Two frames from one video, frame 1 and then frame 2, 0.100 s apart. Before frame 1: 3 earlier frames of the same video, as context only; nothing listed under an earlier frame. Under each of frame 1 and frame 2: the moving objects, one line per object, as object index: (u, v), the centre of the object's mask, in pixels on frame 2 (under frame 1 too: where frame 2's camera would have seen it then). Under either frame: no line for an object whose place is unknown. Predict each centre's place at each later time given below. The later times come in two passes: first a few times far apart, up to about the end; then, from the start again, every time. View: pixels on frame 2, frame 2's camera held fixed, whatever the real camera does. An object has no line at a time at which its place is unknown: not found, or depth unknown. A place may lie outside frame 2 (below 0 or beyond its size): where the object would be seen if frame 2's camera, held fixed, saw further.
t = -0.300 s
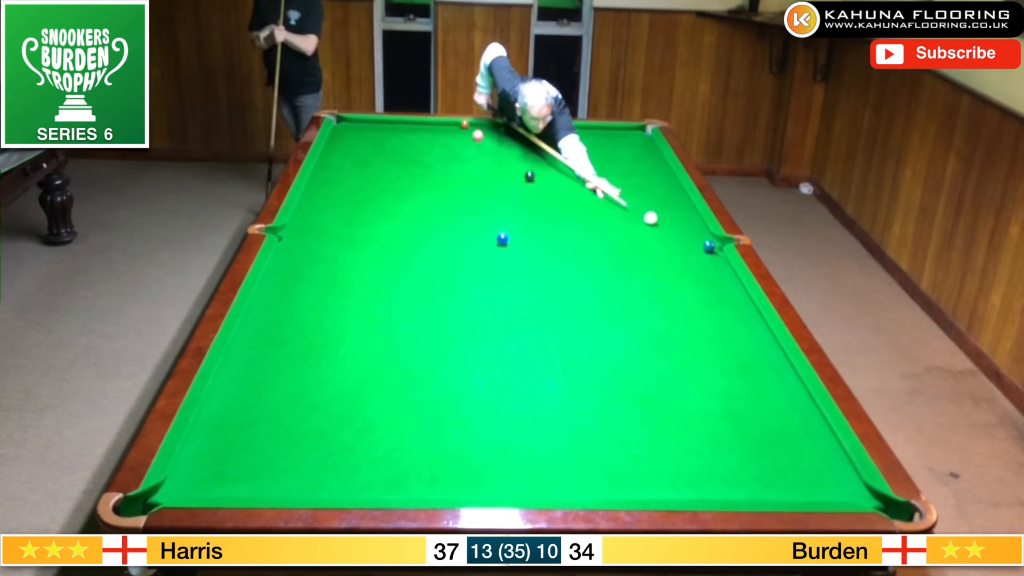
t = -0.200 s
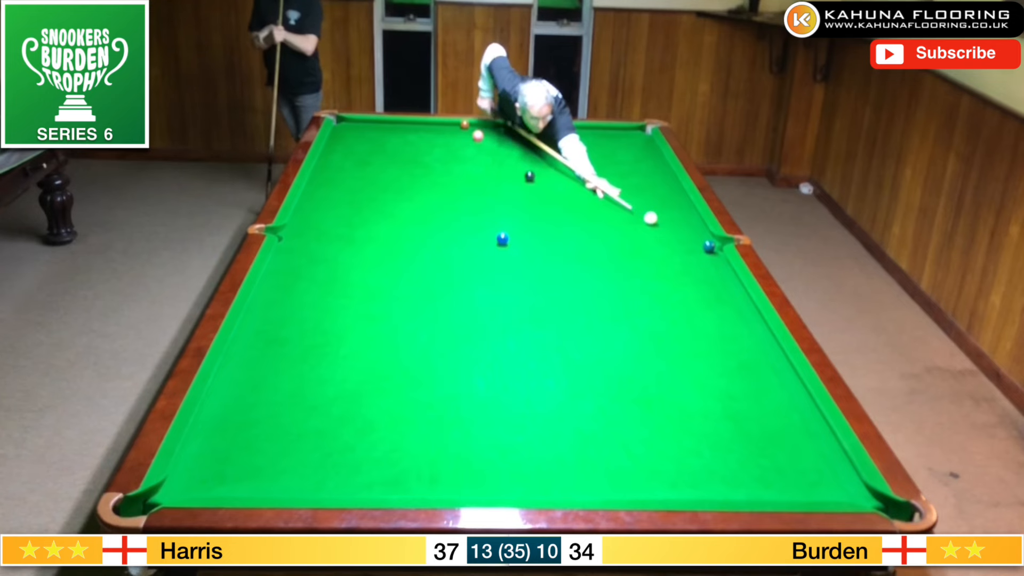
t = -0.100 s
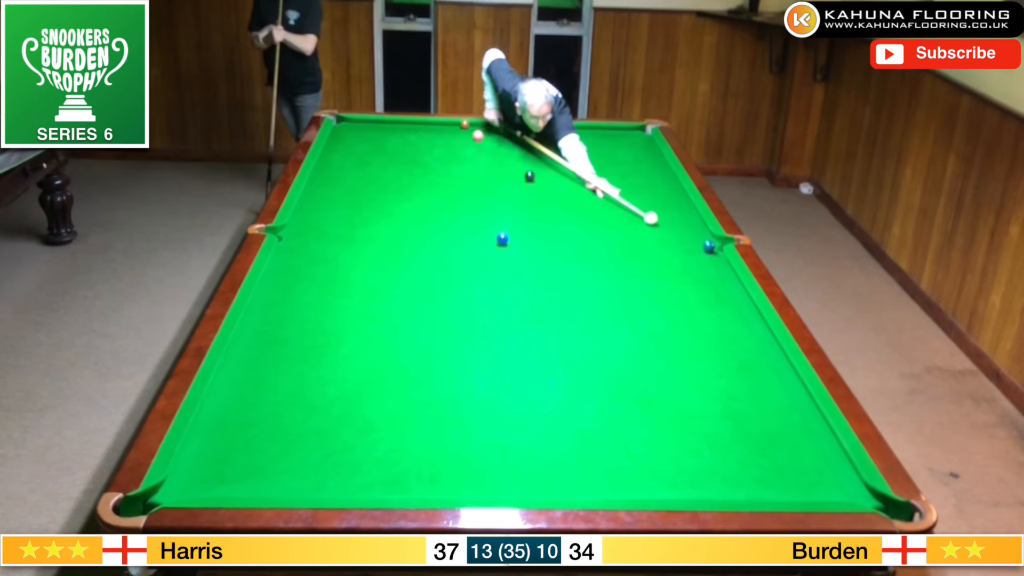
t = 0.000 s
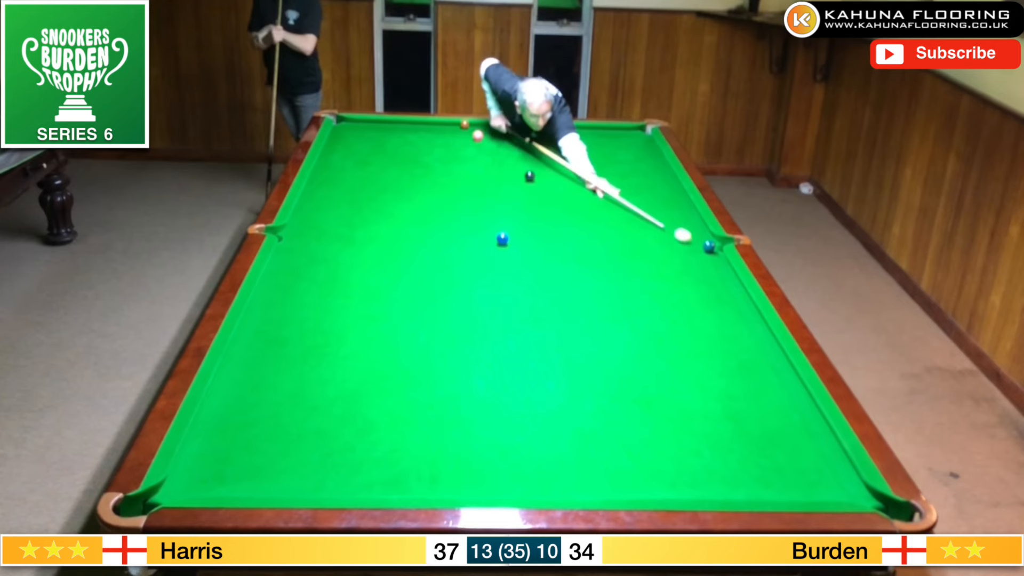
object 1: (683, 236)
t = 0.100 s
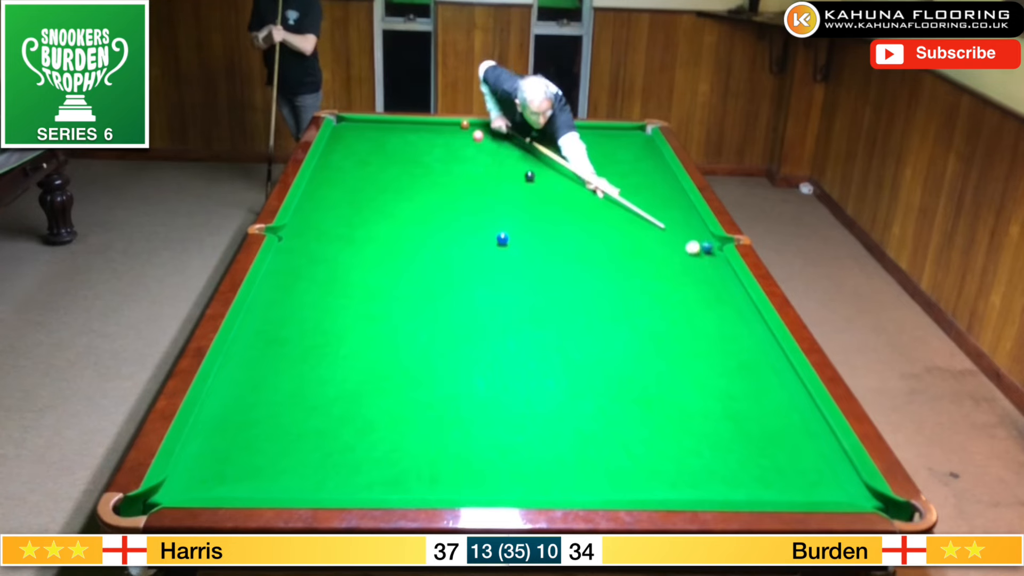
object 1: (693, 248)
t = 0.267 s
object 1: (686, 260)
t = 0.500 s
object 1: (675, 277)
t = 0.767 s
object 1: (663, 298)
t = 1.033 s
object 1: (649, 319)
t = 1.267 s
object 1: (637, 339)
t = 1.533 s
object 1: (623, 362)
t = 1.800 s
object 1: (608, 386)
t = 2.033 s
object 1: (595, 408)
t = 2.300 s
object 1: (579, 434)
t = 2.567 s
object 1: (563, 461)
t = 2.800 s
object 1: (549, 484)
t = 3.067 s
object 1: (533, 484)
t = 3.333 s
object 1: (520, 469)
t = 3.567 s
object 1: (511, 458)
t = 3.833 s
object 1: (502, 447)
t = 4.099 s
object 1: (495, 438)
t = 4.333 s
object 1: (491, 433)
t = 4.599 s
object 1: (487, 428)
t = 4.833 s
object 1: (485, 425)
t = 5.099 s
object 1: (483, 424)
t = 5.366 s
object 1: (484, 423)
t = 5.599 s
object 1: (483, 424)
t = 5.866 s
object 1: (483, 424)
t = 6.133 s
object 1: (483, 424)
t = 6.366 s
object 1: (483, 424)
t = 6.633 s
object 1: (483, 424)
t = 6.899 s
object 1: (483, 424)
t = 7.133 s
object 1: (483, 424)
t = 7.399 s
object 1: (483, 424)
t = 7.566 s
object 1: (484, 424)
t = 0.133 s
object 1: (691, 250)
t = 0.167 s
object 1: (690, 253)
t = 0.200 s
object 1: (688, 255)
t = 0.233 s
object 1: (687, 258)
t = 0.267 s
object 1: (686, 260)
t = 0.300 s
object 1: (684, 262)
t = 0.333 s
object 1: (683, 265)
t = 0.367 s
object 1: (681, 267)
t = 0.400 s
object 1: (680, 270)
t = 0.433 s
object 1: (678, 272)
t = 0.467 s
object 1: (677, 275)
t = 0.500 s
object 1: (675, 277)
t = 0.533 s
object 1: (674, 280)
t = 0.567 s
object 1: (672, 282)
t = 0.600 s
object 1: (670, 285)
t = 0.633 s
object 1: (669, 287)
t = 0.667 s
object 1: (667, 290)
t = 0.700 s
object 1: (666, 292)
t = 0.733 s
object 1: (664, 295)
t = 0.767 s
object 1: (663, 298)
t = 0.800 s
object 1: (661, 300)
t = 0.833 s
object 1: (659, 303)
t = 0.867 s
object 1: (658, 306)
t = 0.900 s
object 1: (656, 308)
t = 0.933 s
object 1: (654, 311)
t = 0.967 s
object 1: (653, 314)
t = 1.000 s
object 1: (651, 316)
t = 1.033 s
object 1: (649, 319)
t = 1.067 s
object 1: (648, 322)
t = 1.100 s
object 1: (646, 325)
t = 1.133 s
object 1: (644, 327)
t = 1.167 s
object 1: (643, 330)
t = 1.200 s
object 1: (641, 333)
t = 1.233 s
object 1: (639, 336)
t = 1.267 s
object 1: (637, 339)
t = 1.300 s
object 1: (636, 341)
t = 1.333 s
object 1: (634, 344)
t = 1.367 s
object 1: (632, 347)
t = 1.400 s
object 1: (630, 350)
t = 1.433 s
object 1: (628, 353)
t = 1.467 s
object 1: (626, 356)
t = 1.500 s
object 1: (625, 359)
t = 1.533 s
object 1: (623, 362)
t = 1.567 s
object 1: (621, 365)
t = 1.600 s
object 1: (619, 368)
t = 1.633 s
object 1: (617, 371)
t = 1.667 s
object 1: (615, 374)
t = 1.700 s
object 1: (614, 377)
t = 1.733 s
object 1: (612, 380)
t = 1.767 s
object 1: (610, 383)
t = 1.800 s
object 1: (608, 386)
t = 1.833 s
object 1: (606, 389)
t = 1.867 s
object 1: (604, 392)
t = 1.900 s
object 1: (602, 395)
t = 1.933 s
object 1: (600, 399)
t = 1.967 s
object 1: (599, 402)
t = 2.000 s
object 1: (597, 405)
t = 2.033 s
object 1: (595, 408)
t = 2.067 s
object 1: (593, 411)
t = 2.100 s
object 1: (591, 414)
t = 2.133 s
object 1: (589, 418)
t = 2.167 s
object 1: (587, 421)
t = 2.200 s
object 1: (585, 424)
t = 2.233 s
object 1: (583, 427)
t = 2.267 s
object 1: (581, 430)
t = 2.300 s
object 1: (579, 434)
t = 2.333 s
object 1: (577, 438)
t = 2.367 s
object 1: (575, 441)
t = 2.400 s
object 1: (574, 444)
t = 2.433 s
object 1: (571, 447)
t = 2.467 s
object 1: (569, 451)
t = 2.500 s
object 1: (567, 454)
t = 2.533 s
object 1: (566, 457)
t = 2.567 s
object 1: (563, 461)
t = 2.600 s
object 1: (561, 464)
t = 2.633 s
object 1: (559, 468)
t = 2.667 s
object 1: (557, 471)
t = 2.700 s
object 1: (555, 474)
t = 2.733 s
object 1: (553, 478)
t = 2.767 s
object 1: (551, 481)
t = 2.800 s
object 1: (549, 484)
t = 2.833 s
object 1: (547, 486)
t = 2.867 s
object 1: (545, 487)
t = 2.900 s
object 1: (543, 490)
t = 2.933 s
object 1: (541, 489)
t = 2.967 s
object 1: (539, 487)
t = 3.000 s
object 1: (537, 486)
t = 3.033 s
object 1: (535, 485)
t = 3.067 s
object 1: (533, 484)
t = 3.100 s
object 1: (532, 482)
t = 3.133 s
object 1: (530, 480)
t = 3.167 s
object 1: (528, 478)
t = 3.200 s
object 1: (527, 476)
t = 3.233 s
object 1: (525, 474)
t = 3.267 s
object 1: (524, 472)
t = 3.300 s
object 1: (522, 470)
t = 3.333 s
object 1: (520, 469)
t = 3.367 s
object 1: (519, 467)
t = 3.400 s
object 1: (517, 465)
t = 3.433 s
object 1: (516, 464)
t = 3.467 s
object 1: (515, 462)
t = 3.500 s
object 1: (514, 461)
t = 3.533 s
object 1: (512, 459)
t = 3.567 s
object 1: (511, 458)
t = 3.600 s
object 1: (510, 456)
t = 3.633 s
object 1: (508, 455)
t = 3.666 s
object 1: (507, 453)
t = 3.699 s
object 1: (506, 452)
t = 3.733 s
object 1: (505, 451)
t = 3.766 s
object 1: (504, 449)
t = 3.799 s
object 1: (503, 448)
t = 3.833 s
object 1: (502, 447)
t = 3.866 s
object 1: (501, 446)
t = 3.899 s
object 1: (500, 445)
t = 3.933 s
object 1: (499, 444)
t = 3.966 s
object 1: (499, 442)
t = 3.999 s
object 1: (498, 441)
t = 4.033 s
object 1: (497, 440)
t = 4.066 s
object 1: (496, 439)
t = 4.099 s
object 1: (495, 438)
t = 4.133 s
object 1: (495, 437)
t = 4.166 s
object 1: (494, 437)
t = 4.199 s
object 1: (493, 436)
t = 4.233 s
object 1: (493, 435)
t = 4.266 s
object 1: (492, 434)
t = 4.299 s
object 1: (491, 433)
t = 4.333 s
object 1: (491, 433)
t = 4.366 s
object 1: (490, 432)
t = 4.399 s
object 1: (490, 432)
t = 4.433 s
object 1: (489, 431)
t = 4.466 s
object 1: (489, 430)
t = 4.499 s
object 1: (488, 430)
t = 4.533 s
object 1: (488, 429)
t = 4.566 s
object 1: (487, 428)
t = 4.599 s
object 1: (487, 428)
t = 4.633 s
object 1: (487, 428)
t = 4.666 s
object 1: (486, 427)
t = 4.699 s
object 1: (486, 427)
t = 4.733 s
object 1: (486, 426)
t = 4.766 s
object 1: (485, 426)
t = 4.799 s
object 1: (485, 426)
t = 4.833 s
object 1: (485, 425)
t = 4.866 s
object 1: (484, 425)
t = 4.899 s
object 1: (484, 425)
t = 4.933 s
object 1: (484, 424)
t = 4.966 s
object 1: (484, 424)
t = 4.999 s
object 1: (484, 424)
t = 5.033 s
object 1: (484, 424)
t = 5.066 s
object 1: (484, 424)
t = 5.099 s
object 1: (483, 424)
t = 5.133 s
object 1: (483, 423)
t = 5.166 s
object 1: (483, 423)
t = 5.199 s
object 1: (484, 423)
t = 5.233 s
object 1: (484, 423)
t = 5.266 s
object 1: (483, 423)
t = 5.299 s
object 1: (483, 423)
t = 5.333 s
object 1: (483, 423)
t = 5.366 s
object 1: (484, 423)
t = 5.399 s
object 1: (483, 423)
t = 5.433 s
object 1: (483, 424)
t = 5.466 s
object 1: (483, 424)
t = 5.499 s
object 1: (484, 423)
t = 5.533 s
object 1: (483, 424)
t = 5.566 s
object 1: (483, 424)
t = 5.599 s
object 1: (483, 424)
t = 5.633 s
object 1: (483, 424)
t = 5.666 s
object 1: (483, 424)
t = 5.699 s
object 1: (483, 424)
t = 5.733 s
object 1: (483, 424)
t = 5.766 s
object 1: (483, 424)
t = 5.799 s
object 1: (484, 423)
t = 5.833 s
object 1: (483, 424)
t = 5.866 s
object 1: (483, 424)
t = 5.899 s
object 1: (483, 424)
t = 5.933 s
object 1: (483, 424)
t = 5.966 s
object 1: (483, 424)
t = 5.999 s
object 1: (483, 424)
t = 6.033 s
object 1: (483, 424)
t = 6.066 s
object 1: (483, 424)
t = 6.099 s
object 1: (483, 424)
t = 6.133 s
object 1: (483, 424)
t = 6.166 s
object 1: (483, 424)
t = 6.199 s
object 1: (483, 424)
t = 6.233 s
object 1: (483, 424)
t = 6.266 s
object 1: (484, 423)
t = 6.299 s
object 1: (483, 424)
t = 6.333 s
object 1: (483, 424)
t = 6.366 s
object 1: (483, 424)
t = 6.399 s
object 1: (484, 423)
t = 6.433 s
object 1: (483, 424)
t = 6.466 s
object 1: (483, 424)
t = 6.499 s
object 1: (483, 424)
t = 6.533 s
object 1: (484, 424)
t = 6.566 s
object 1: (483, 424)
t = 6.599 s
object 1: (483, 424)
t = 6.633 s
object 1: (483, 424)
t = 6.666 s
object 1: (483, 424)
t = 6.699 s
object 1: (483, 424)
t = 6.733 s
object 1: (483, 424)
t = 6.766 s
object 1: (483, 424)
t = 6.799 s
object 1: (483, 424)
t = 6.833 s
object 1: (483, 424)
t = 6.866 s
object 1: (483, 424)
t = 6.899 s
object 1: (483, 424)
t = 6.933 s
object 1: (483, 424)
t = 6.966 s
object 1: (483, 424)
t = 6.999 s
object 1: (483, 424)
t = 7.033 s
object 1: (483, 424)
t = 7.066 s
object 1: (483, 424)
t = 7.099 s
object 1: (483, 424)
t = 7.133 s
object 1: (483, 424)
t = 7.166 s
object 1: (484, 424)
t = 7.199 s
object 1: (483, 424)
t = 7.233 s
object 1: (484, 424)
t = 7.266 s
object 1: (483, 424)
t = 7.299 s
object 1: (483, 424)
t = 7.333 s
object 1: (484, 424)
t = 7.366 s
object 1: (483, 424)
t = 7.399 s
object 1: (483, 424)
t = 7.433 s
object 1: (483, 424)
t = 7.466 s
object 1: (483, 424)
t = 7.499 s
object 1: (483, 424)
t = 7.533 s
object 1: (484, 424)
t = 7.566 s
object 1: (484, 424)
